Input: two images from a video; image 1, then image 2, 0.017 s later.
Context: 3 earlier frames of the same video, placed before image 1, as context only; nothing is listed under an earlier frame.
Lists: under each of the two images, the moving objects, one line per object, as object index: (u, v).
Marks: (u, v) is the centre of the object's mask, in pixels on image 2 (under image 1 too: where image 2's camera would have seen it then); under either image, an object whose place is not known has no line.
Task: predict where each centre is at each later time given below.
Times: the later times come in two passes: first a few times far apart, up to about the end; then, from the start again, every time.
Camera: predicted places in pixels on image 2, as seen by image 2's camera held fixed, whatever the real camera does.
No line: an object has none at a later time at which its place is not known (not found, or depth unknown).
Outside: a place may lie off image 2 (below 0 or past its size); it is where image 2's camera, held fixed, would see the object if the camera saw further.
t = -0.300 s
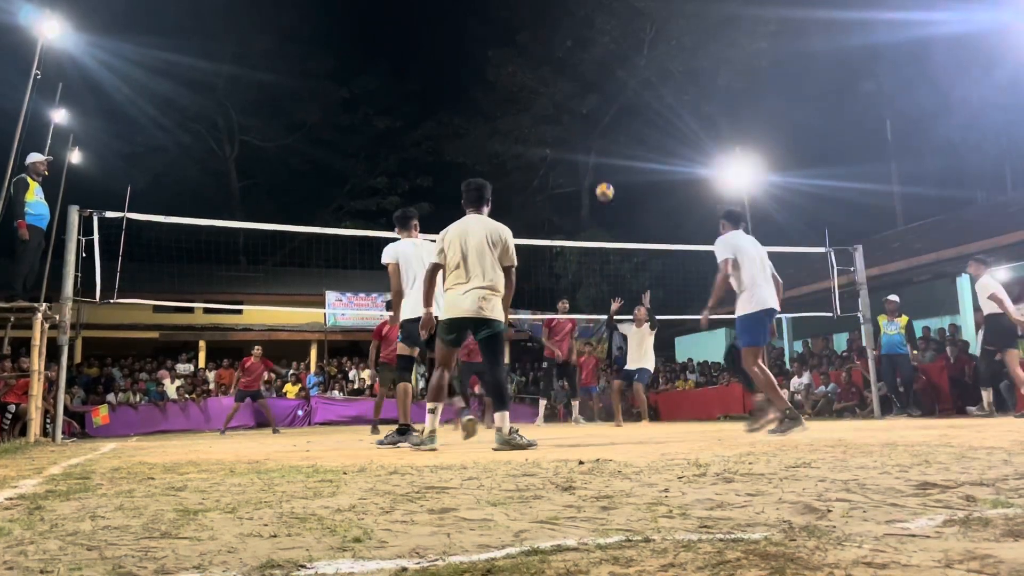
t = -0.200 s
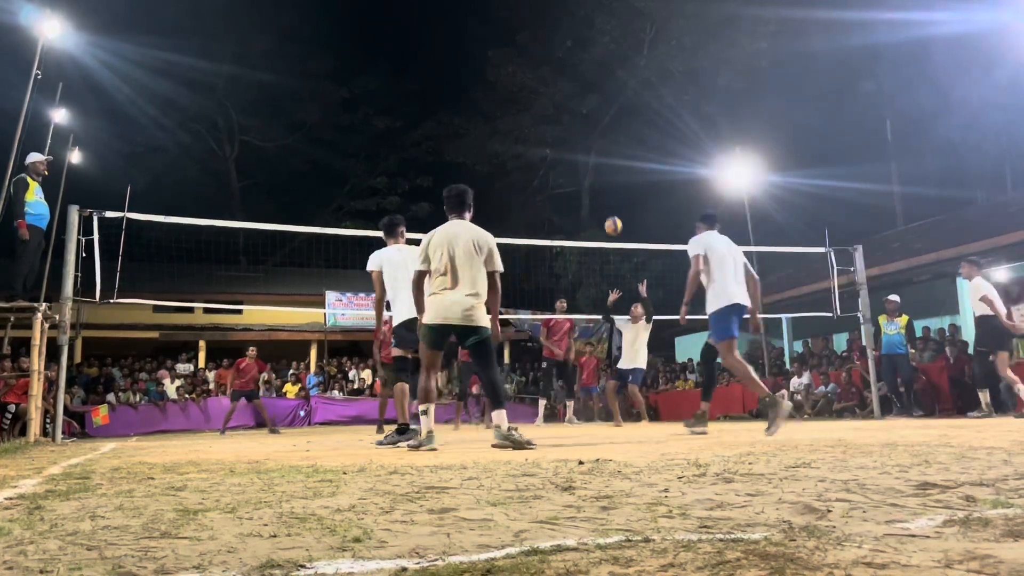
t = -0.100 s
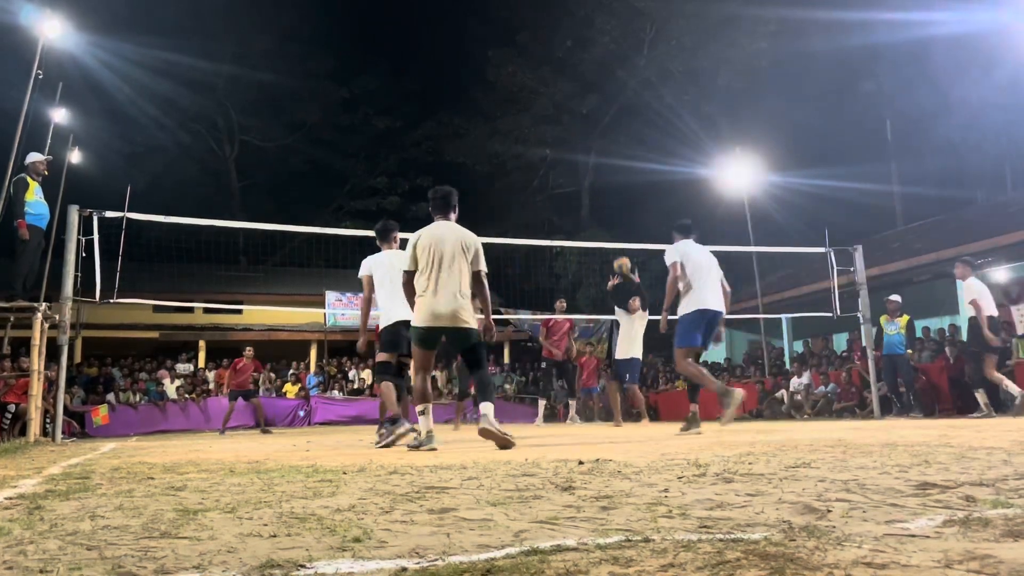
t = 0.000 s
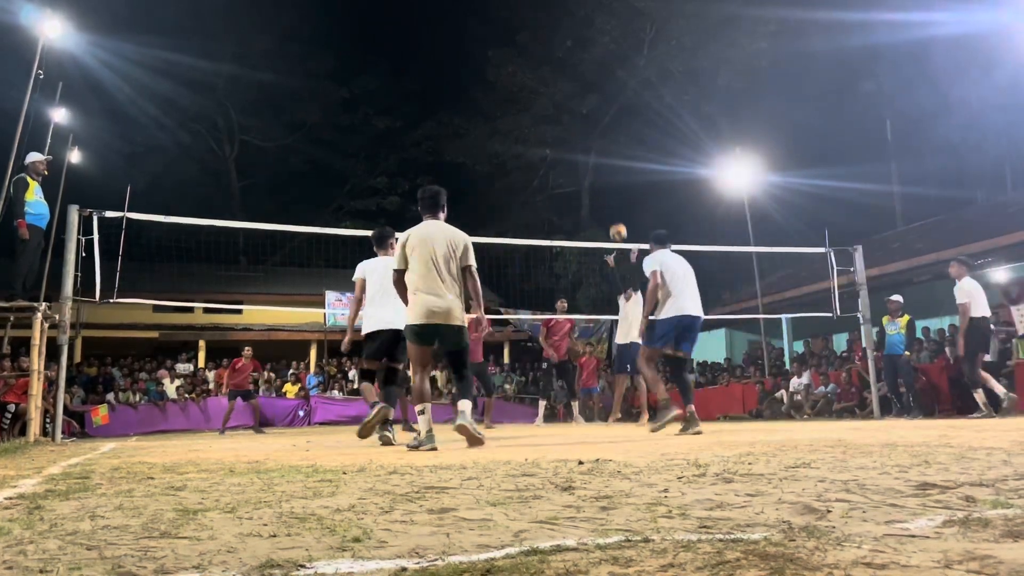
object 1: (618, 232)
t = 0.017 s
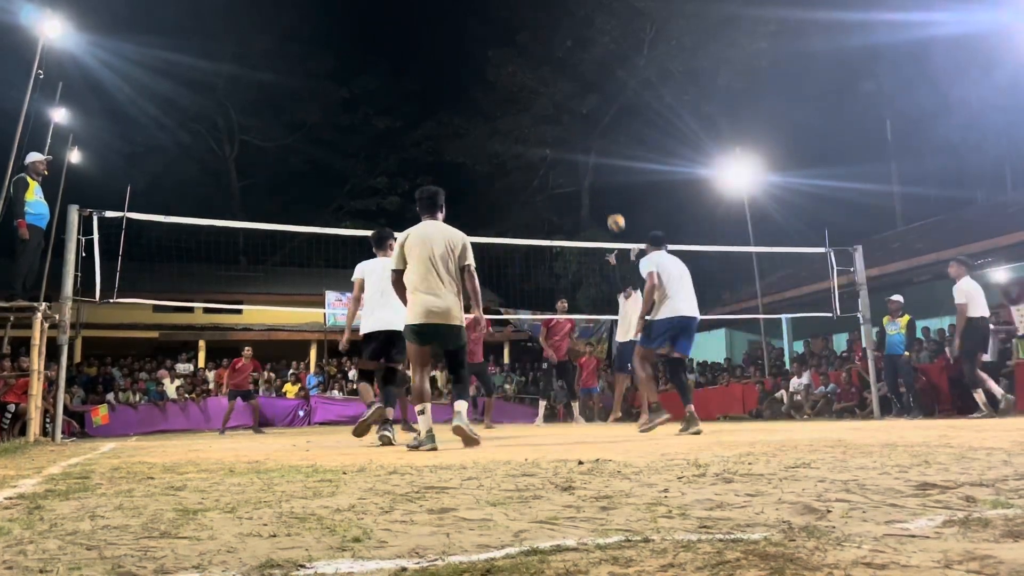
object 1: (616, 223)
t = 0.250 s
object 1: (591, 114)
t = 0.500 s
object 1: (568, 47)
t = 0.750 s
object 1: (547, 28)
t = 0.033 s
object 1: (614, 213)
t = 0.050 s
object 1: (612, 204)
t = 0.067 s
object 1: (610, 195)
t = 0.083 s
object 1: (609, 186)
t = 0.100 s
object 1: (607, 178)
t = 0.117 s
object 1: (605, 170)
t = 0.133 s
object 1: (603, 162)
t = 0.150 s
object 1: (601, 154)
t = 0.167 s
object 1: (599, 147)
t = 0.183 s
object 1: (598, 140)
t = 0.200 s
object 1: (596, 133)
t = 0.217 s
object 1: (594, 126)
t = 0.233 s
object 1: (593, 120)
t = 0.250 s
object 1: (591, 114)
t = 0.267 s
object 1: (589, 108)
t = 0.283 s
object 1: (588, 102)
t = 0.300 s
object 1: (587, 96)
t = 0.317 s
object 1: (585, 91)
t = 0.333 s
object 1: (583, 86)
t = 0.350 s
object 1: (582, 81)
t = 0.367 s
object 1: (580, 76)
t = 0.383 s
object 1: (579, 72)
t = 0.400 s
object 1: (577, 68)
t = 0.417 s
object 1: (575, 64)
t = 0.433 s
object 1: (574, 60)
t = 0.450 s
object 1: (573, 57)
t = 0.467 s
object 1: (571, 53)
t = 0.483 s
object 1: (570, 50)
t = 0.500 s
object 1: (568, 47)
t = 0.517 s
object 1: (567, 44)
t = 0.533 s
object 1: (565, 42)
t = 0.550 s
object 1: (564, 39)
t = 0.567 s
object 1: (562, 37)
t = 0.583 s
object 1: (561, 35)
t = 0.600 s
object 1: (560, 33)
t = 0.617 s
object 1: (558, 32)
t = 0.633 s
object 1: (557, 31)
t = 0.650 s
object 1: (555, 30)
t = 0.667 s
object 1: (554, 29)
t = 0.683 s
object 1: (552, 28)
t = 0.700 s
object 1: (551, 27)
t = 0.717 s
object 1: (550, 27)
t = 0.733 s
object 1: (548, 27)
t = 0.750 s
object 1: (547, 28)
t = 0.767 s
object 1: (545, 28)
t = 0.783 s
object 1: (544, 28)
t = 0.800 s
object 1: (543, 29)
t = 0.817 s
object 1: (541, 30)
